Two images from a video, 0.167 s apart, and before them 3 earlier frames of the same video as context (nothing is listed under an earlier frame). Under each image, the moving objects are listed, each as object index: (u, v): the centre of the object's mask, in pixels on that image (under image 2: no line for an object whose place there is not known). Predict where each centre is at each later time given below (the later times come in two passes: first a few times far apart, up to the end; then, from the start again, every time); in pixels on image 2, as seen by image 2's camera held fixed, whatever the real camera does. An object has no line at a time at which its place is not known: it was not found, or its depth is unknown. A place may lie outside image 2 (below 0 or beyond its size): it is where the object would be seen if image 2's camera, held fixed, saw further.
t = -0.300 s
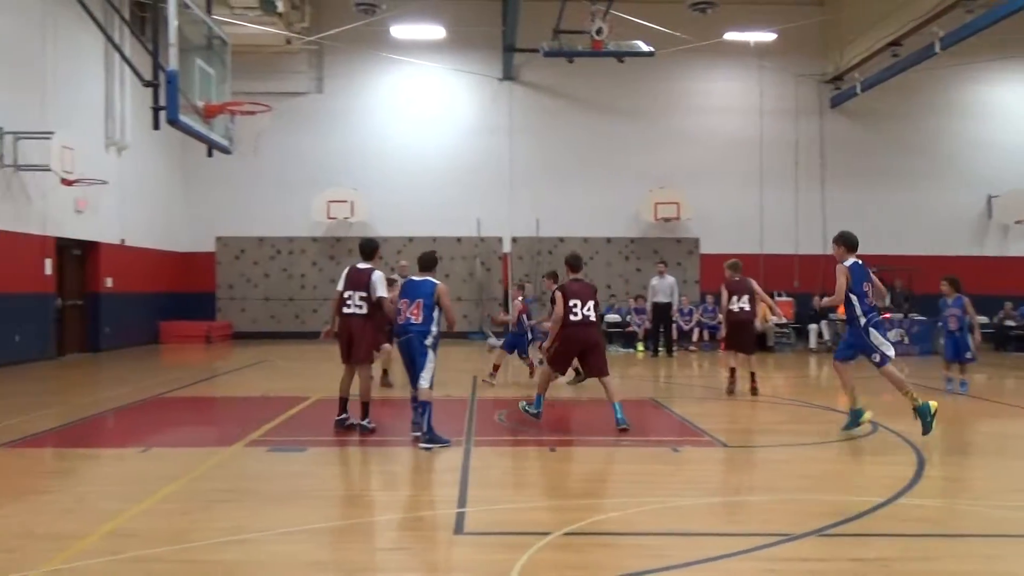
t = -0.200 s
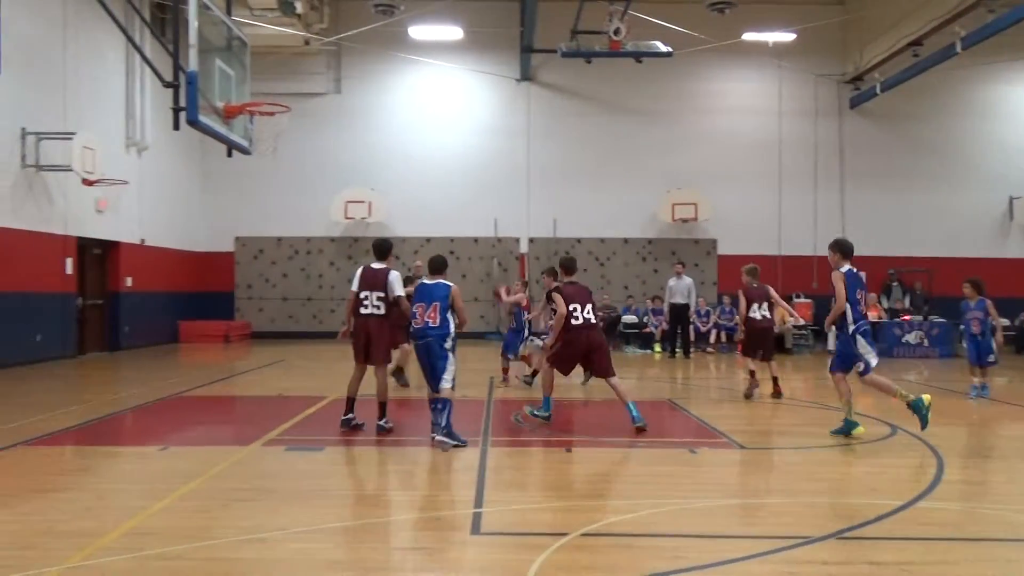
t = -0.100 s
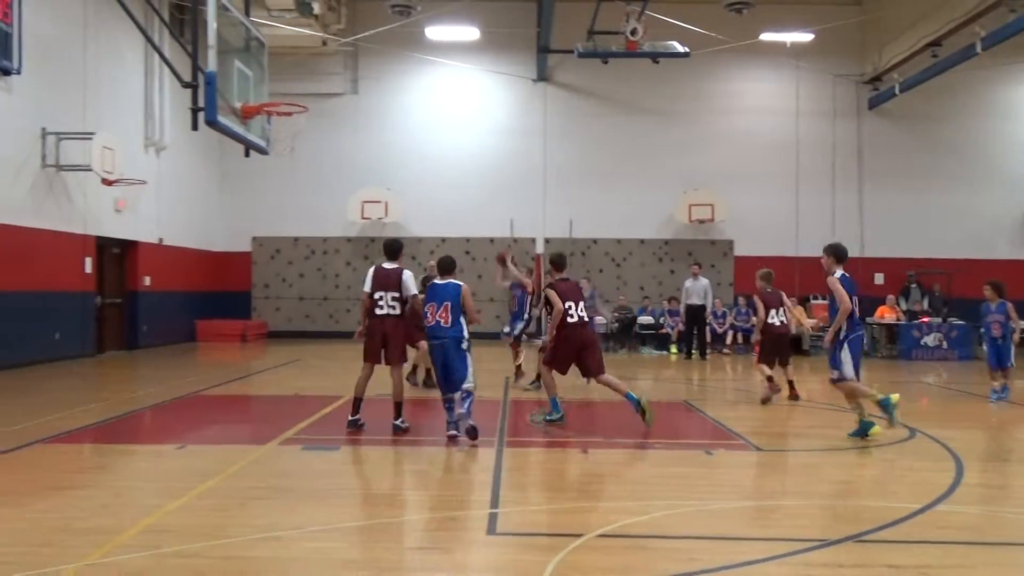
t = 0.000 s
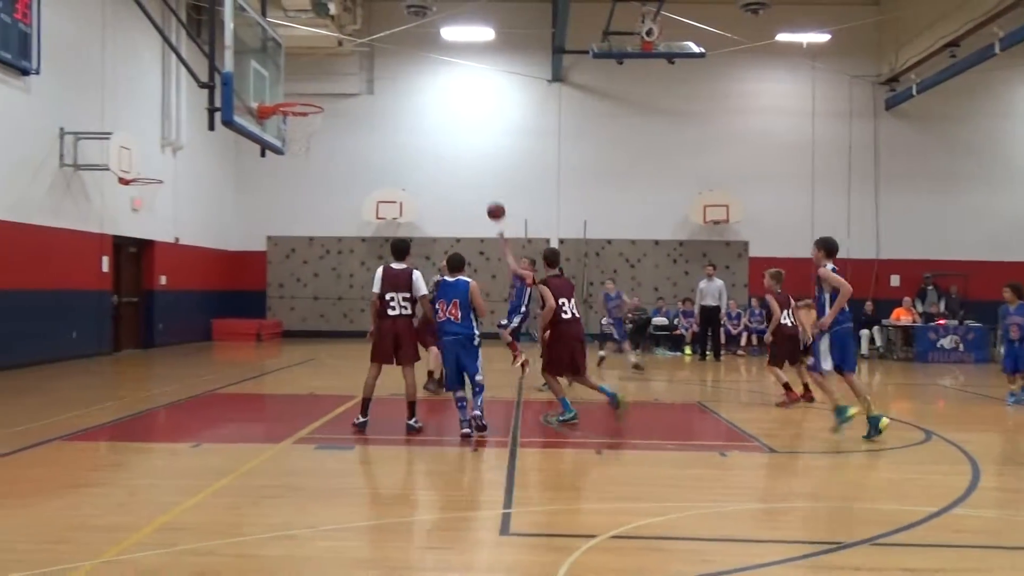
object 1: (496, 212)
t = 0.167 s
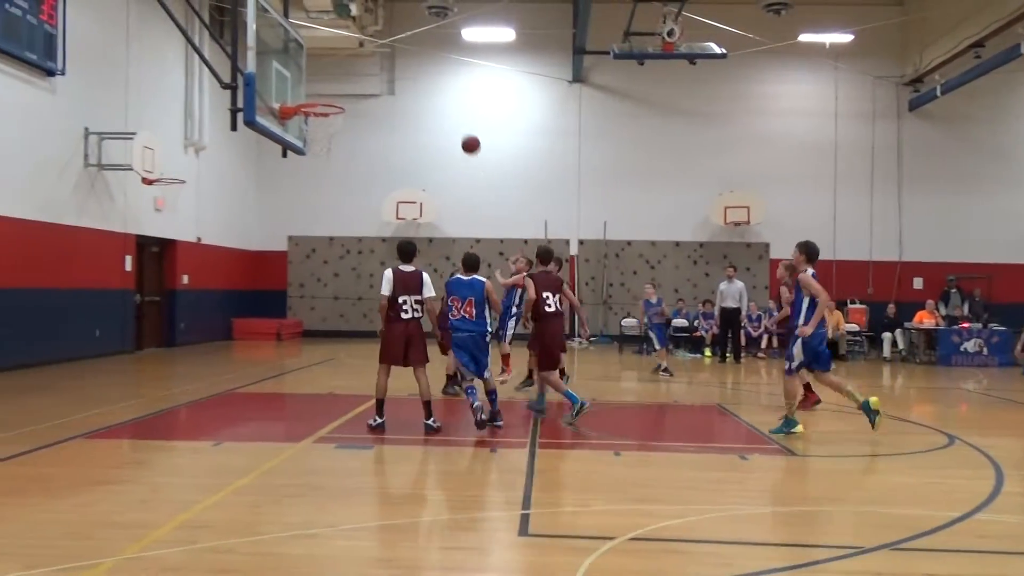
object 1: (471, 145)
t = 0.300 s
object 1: (436, 104)
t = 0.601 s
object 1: (340, 59)
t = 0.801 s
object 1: (319, 69)
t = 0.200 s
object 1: (463, 133)
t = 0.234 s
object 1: (454, 122)
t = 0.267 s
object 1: (445, 113)
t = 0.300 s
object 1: (436, 104)
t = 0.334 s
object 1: (426, 95)
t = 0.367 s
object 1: (417, 88)
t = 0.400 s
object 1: (407, 81)
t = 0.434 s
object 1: (397, 76)
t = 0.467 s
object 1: (386, 71)
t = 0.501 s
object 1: (375, 66)
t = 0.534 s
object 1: (364, 62)
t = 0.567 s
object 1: (353, 60)
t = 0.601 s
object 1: (340, 59)
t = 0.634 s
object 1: (330, 59)
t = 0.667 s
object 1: (315, 58)
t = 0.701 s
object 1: (305, 60)
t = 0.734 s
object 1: (307, 62)
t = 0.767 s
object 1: (313, 65)
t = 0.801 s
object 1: (319, 69)
